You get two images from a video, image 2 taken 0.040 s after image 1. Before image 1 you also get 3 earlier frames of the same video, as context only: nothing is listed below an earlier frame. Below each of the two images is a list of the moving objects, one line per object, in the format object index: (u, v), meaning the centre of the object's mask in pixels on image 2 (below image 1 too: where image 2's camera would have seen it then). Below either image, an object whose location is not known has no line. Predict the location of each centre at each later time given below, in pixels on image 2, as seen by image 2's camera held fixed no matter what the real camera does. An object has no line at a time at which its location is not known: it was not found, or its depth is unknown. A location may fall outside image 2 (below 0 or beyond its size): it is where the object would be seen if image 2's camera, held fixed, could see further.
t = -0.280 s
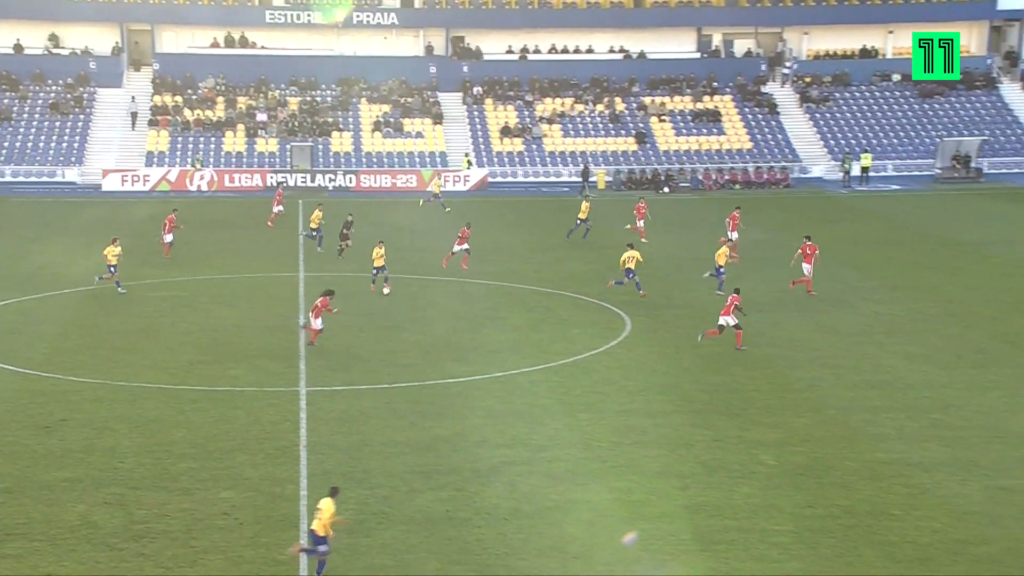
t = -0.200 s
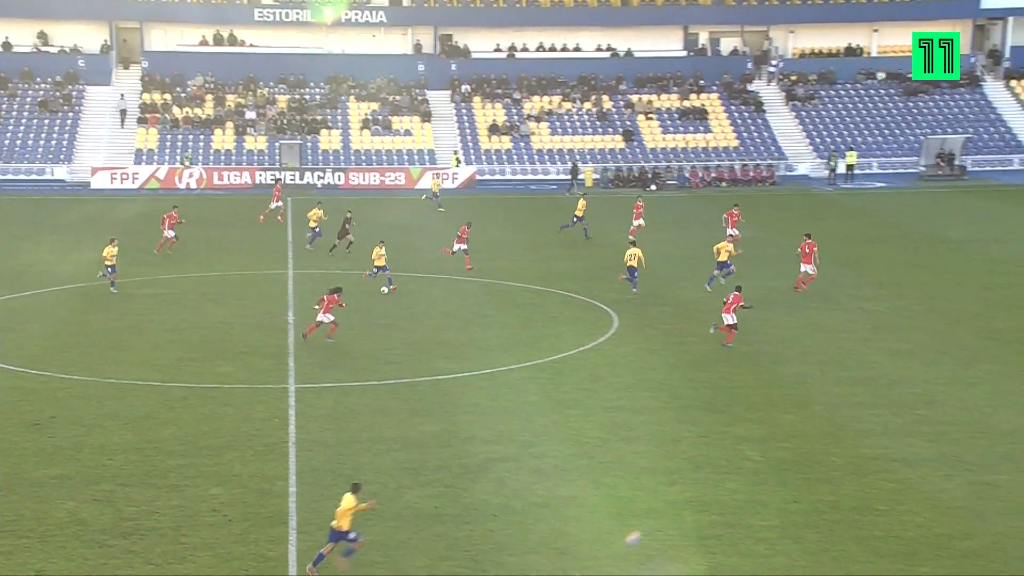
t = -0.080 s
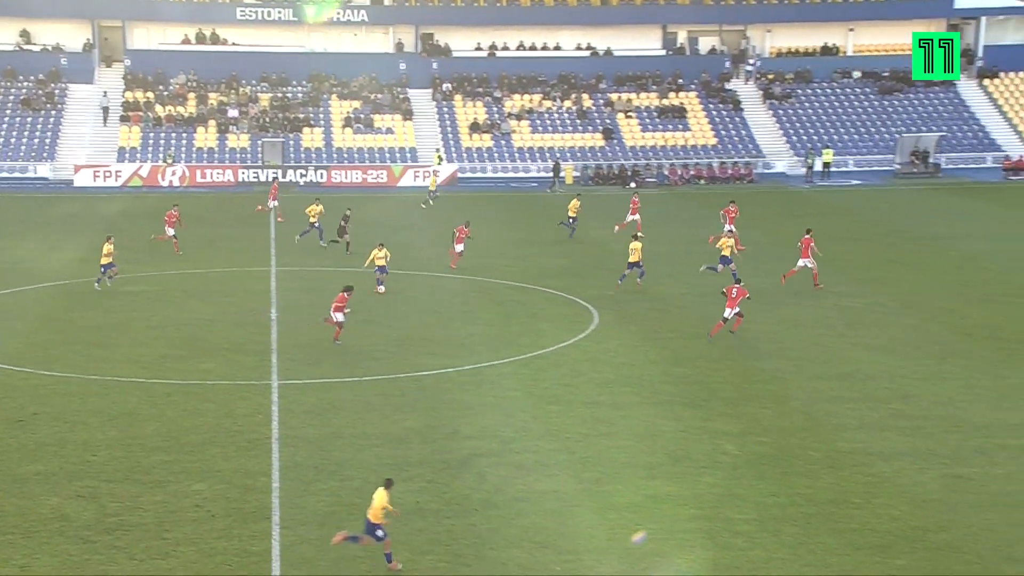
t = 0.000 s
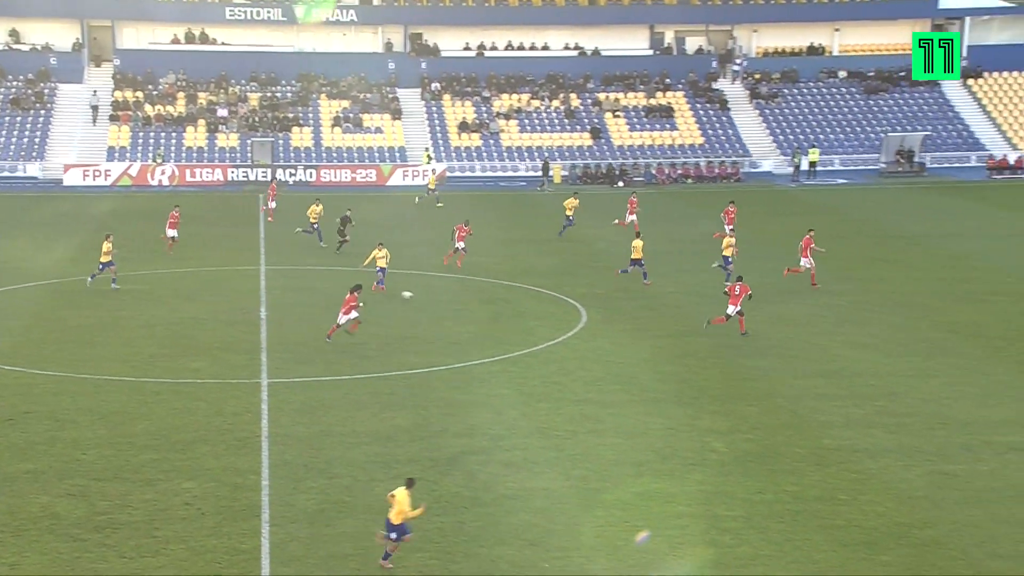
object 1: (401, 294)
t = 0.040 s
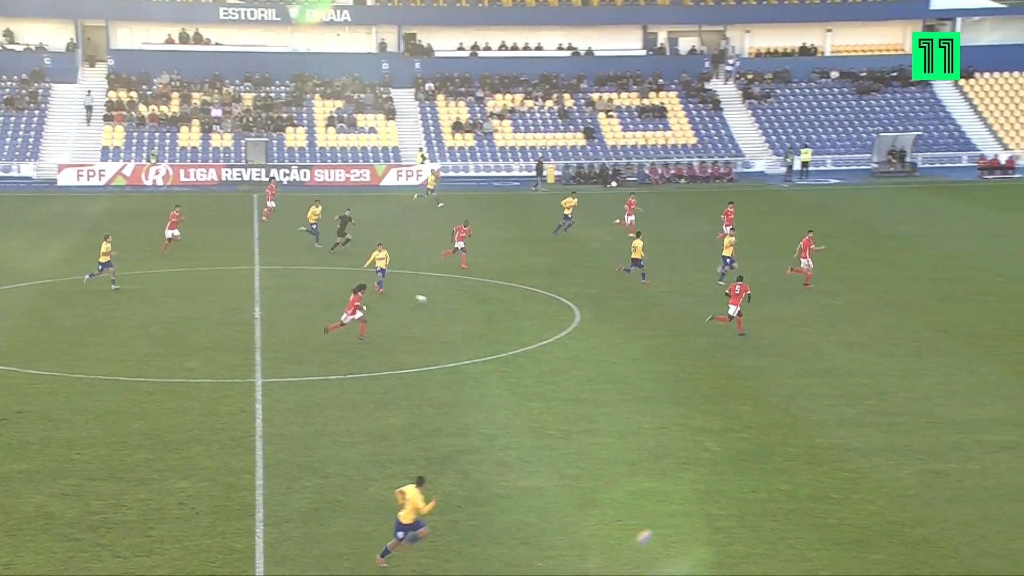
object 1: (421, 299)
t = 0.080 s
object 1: (440, 304)
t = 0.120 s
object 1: (461, 309)
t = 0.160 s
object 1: (482, 314)
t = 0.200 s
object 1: (503, 319)
